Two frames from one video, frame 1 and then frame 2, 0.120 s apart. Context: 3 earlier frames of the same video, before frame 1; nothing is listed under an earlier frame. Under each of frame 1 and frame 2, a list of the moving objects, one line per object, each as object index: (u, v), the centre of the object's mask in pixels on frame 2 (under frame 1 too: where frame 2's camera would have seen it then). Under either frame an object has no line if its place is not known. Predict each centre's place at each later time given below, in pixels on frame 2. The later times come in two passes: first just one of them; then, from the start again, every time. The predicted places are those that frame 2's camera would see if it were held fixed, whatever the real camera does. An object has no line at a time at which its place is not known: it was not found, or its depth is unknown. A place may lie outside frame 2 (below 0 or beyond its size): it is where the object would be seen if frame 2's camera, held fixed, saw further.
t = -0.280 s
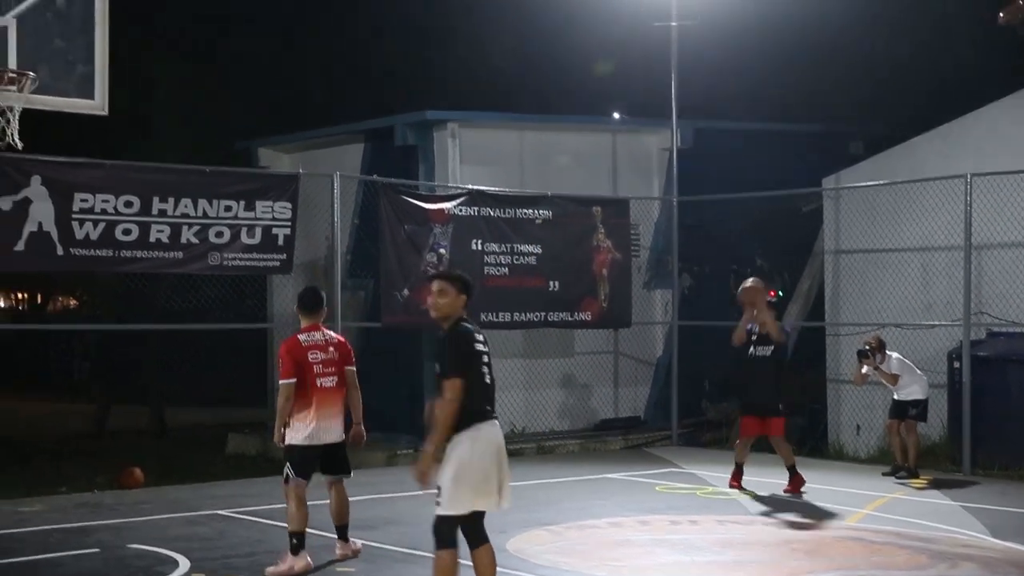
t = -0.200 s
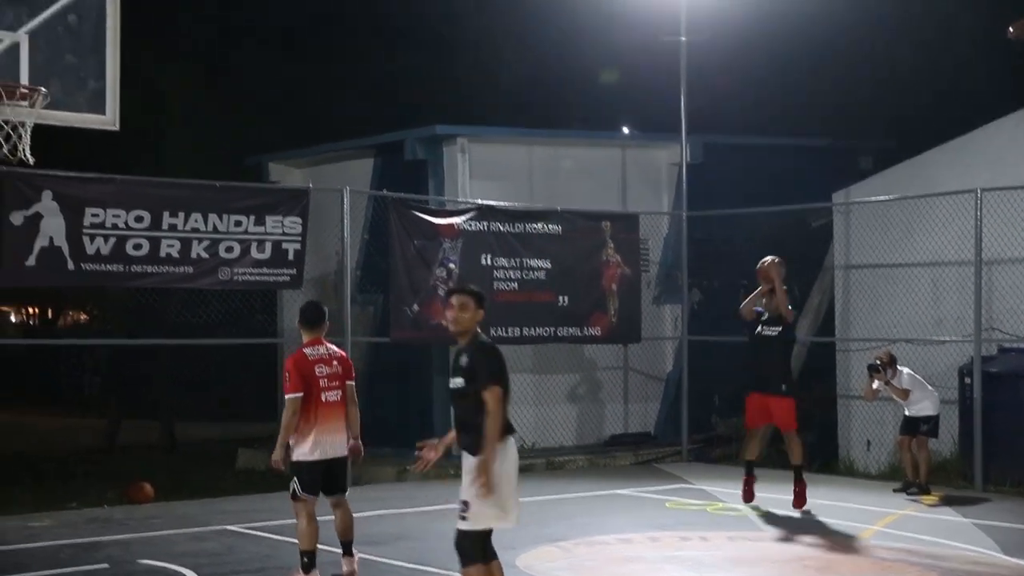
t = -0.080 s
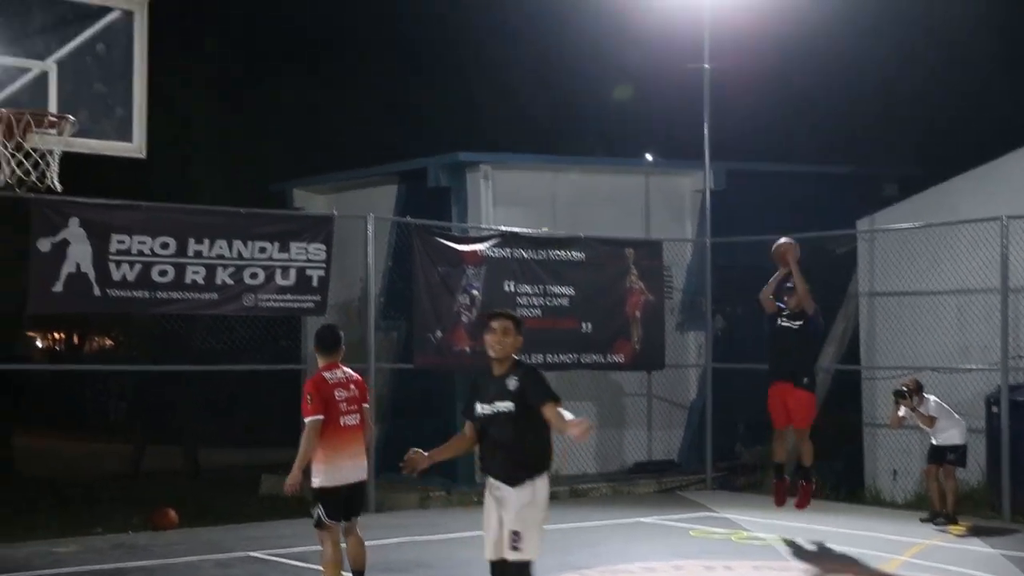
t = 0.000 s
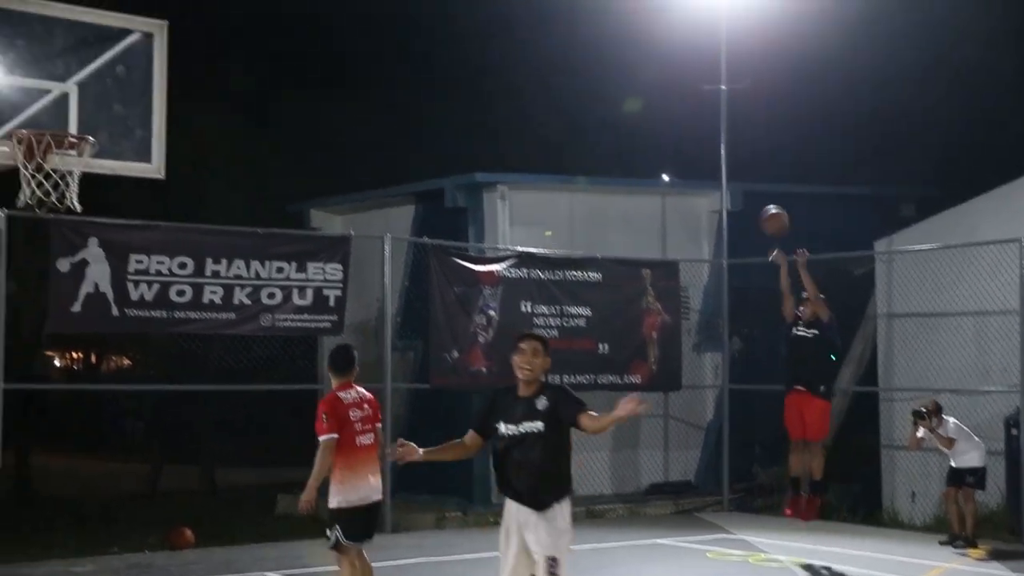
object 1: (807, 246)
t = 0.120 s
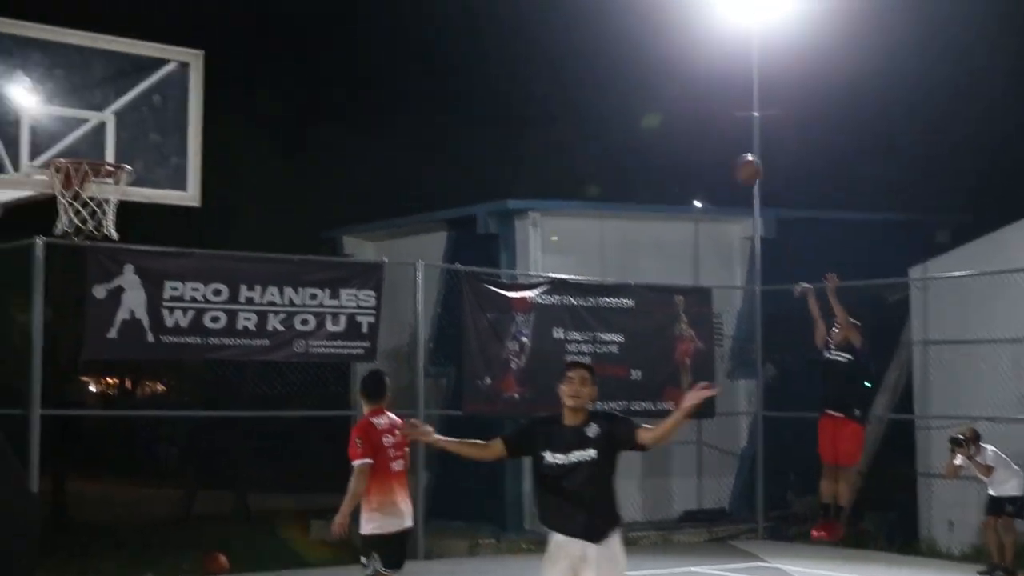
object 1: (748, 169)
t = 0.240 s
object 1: (688, 106)
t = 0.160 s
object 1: (728, 147)
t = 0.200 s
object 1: (708, 126)
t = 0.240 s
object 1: (688, 106)
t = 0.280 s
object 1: (666, 89)
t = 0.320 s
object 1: (645, 73)
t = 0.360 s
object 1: (624, 59)
